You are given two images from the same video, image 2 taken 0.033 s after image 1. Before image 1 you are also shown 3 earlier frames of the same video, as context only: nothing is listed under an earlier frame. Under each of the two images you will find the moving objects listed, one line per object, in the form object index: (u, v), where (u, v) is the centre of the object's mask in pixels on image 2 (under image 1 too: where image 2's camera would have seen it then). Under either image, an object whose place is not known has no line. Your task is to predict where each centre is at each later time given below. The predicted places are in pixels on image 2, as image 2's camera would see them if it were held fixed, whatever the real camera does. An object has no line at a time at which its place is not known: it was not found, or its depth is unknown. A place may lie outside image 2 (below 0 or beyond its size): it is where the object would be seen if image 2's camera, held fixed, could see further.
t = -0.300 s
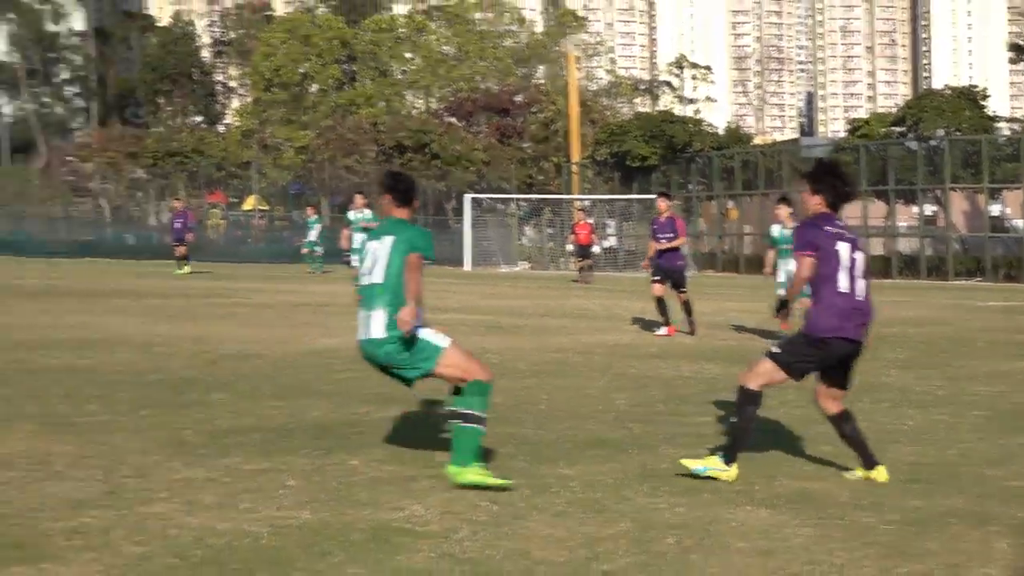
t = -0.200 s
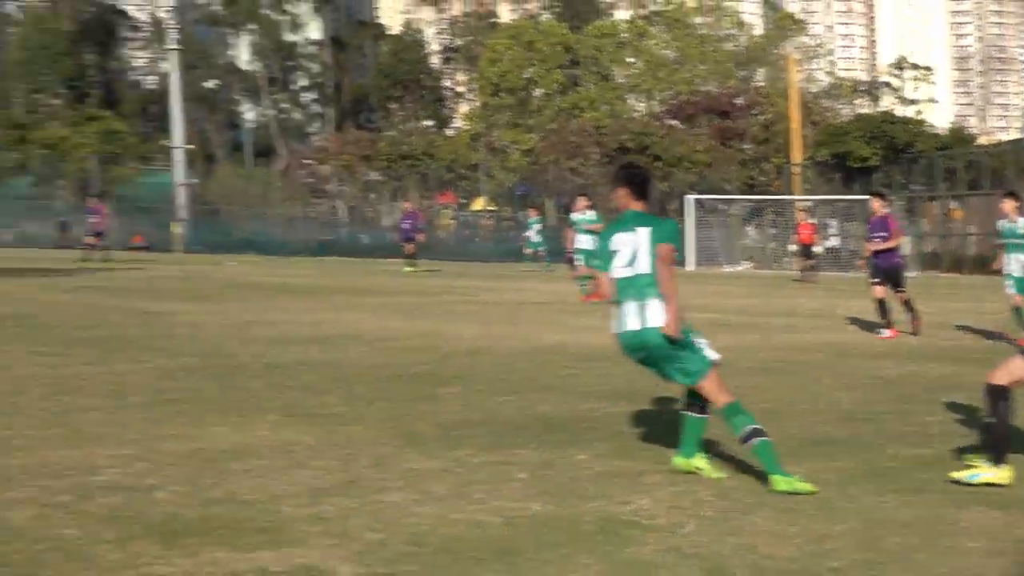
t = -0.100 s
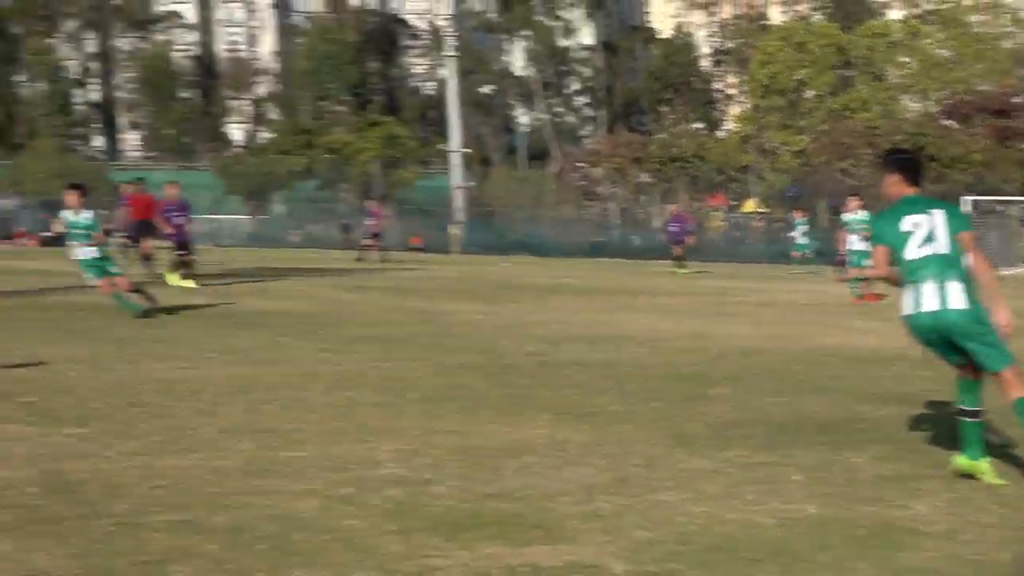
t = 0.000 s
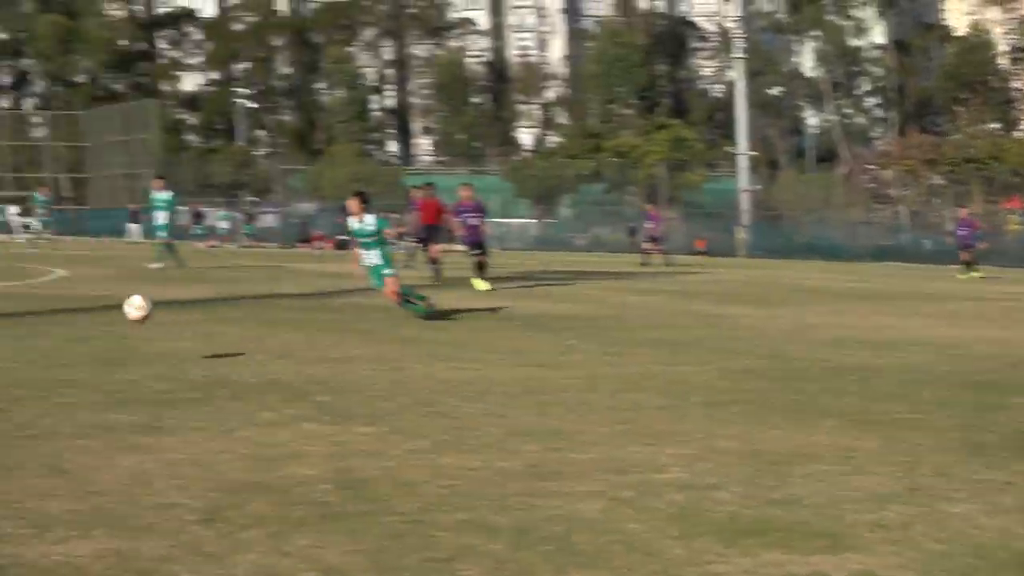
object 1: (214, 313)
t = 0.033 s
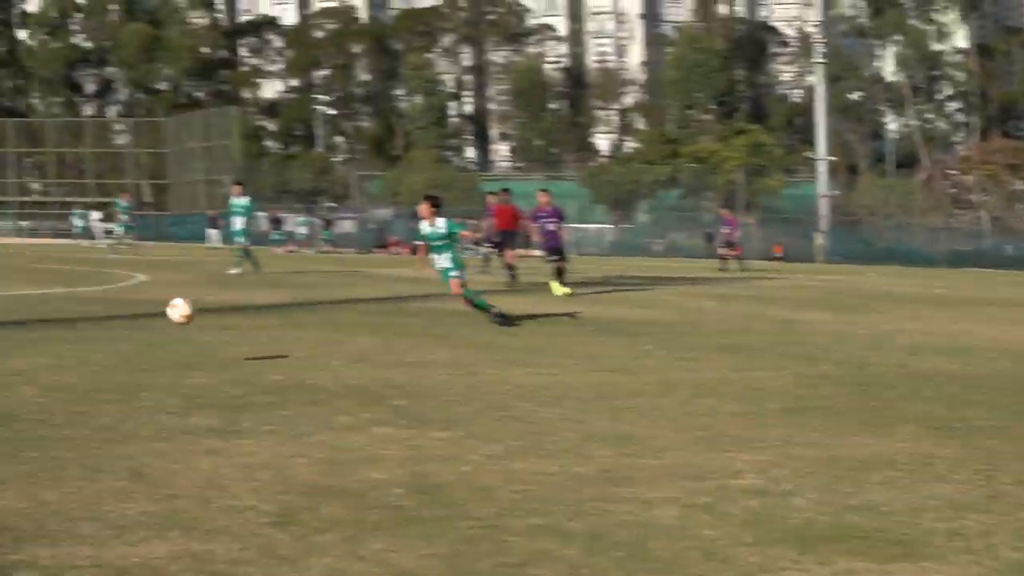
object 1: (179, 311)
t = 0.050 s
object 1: (164, 310)
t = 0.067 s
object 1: (144, 310)
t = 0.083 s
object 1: (128, 311)
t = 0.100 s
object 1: (112, 312)
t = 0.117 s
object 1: (94, 314)
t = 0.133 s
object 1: (77, 315)
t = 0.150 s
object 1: (62, 318)
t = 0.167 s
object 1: (48, 321)
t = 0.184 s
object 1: (32, 324)
